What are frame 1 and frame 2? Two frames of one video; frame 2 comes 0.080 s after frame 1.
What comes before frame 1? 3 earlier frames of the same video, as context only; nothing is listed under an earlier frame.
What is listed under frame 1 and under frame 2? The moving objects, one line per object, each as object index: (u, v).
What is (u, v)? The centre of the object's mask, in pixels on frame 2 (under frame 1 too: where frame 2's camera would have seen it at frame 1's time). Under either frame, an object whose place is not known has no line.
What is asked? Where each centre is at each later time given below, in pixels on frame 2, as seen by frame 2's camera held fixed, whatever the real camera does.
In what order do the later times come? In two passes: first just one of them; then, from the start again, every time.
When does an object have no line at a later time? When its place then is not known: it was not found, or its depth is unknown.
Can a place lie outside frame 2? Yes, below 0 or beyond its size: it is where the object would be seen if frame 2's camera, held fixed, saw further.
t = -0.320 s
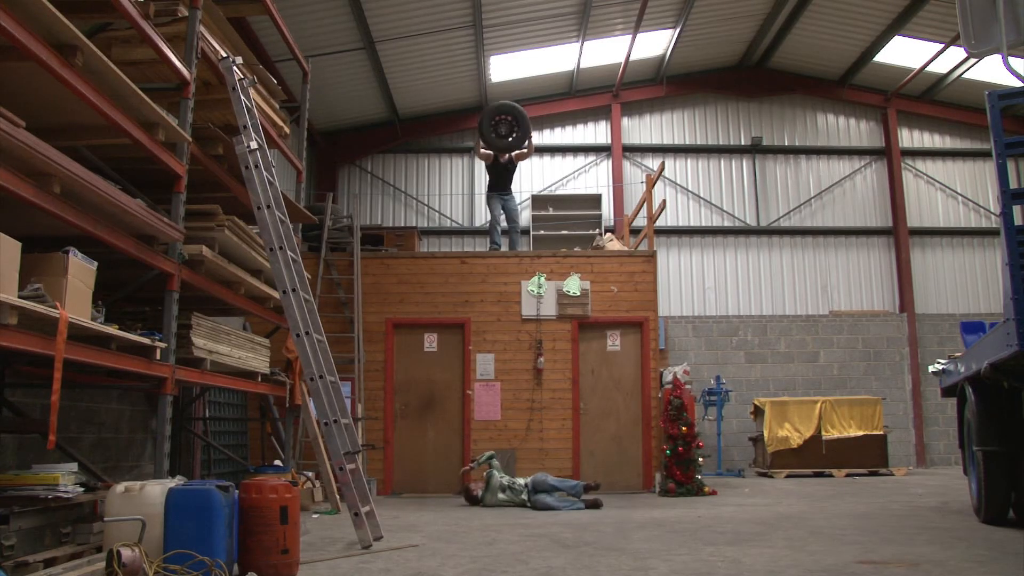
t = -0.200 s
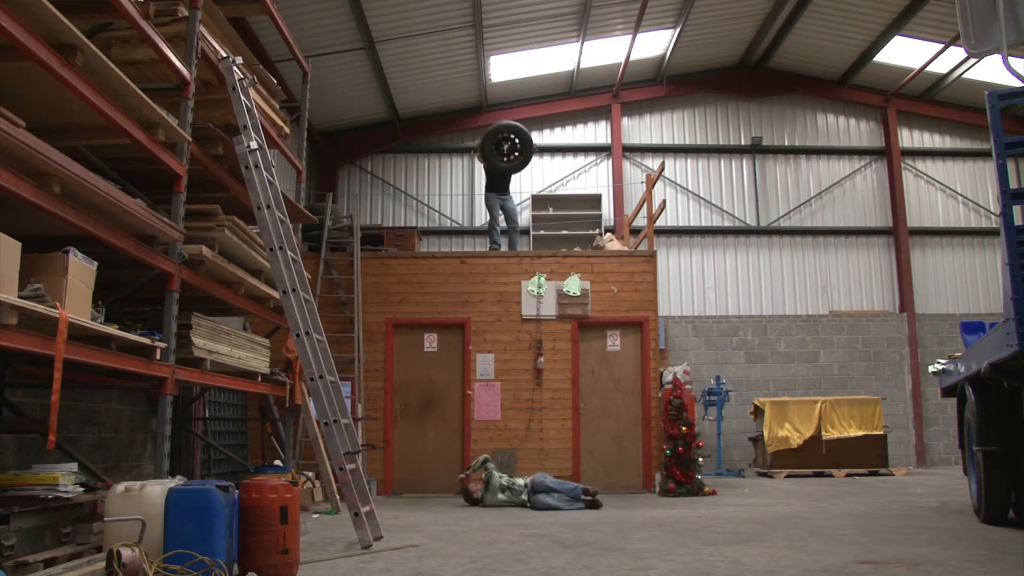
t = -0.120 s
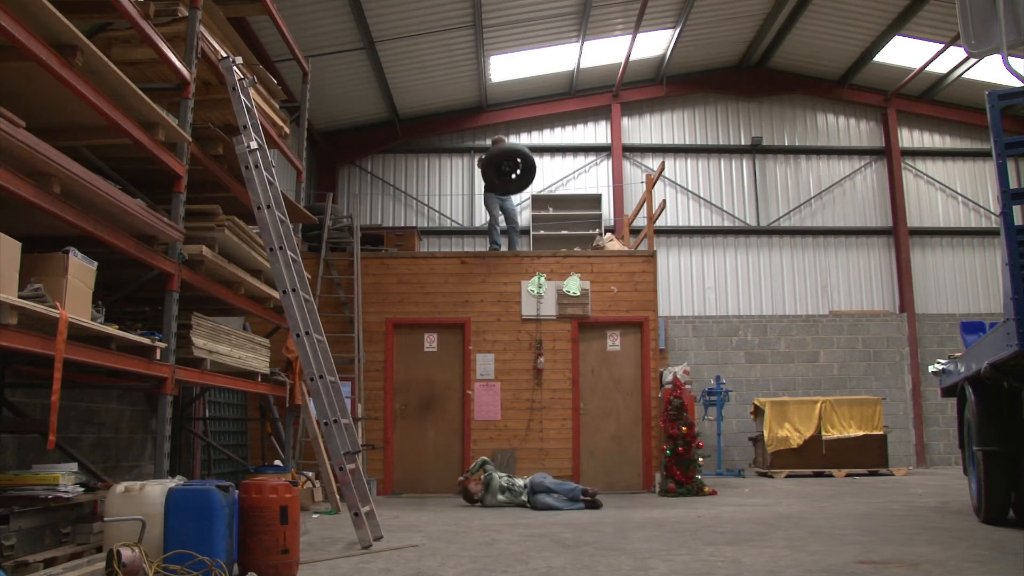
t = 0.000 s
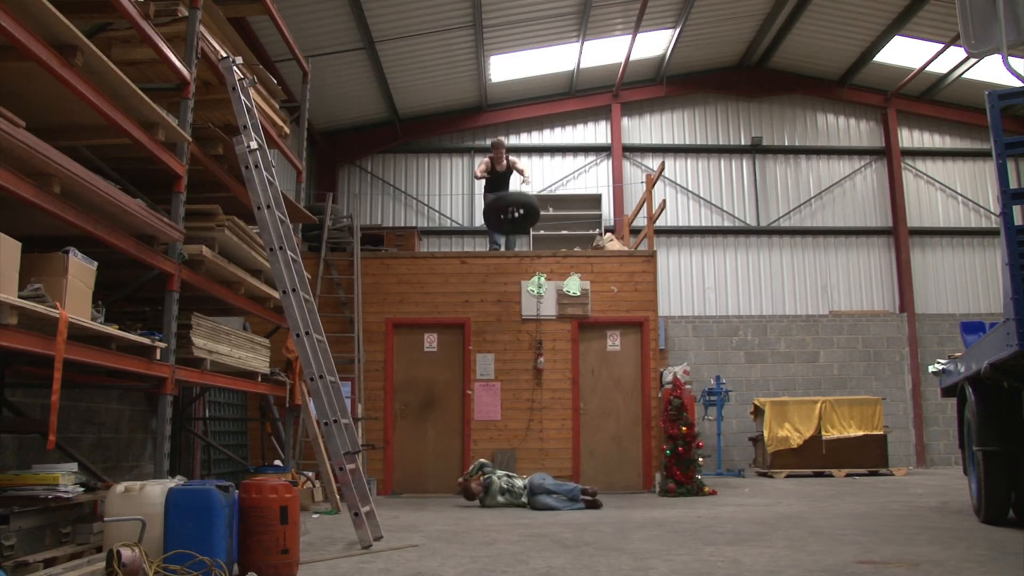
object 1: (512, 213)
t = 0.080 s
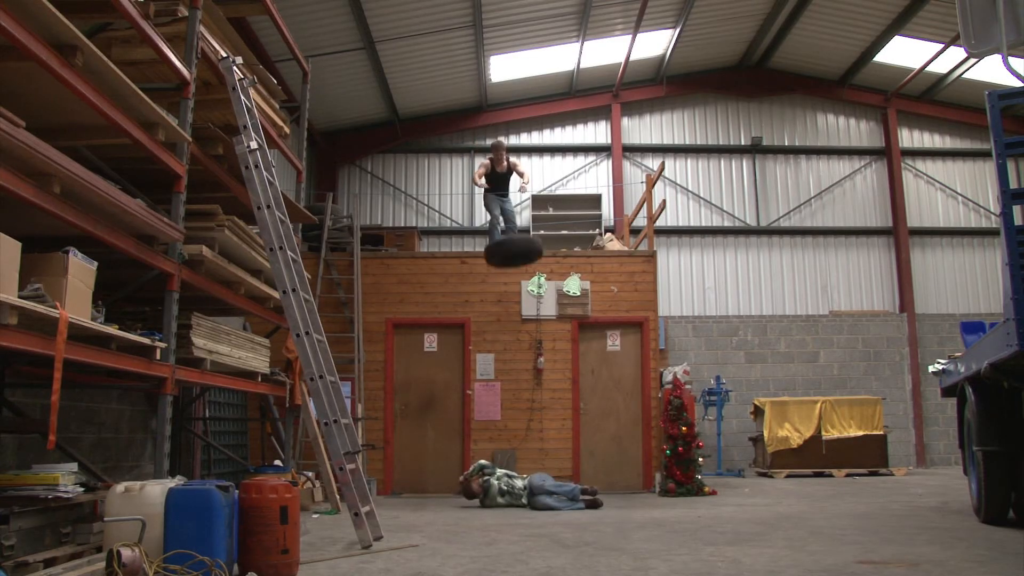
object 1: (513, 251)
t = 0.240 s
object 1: (518, 354)
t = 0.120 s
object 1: (514, 274)
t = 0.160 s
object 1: (515, 299)
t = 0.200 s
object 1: (517, 325)
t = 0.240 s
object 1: (518, 354)
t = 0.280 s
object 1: (519, 385)
